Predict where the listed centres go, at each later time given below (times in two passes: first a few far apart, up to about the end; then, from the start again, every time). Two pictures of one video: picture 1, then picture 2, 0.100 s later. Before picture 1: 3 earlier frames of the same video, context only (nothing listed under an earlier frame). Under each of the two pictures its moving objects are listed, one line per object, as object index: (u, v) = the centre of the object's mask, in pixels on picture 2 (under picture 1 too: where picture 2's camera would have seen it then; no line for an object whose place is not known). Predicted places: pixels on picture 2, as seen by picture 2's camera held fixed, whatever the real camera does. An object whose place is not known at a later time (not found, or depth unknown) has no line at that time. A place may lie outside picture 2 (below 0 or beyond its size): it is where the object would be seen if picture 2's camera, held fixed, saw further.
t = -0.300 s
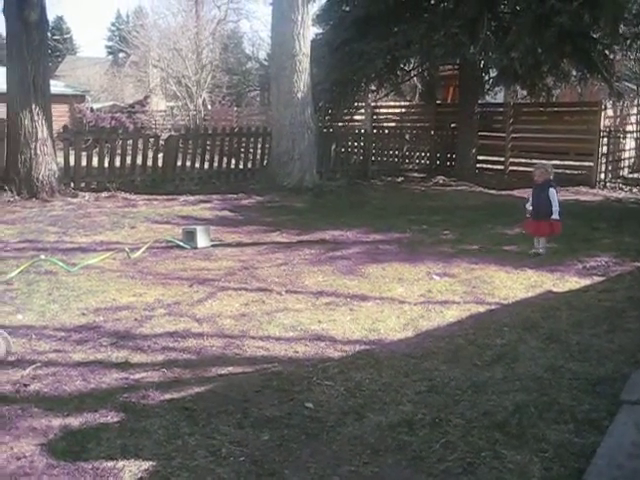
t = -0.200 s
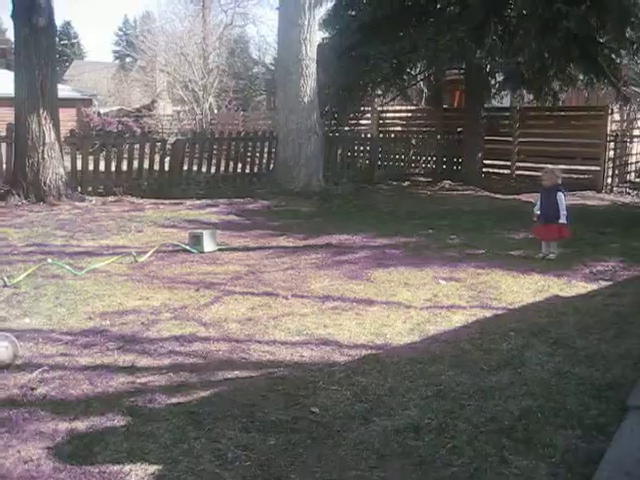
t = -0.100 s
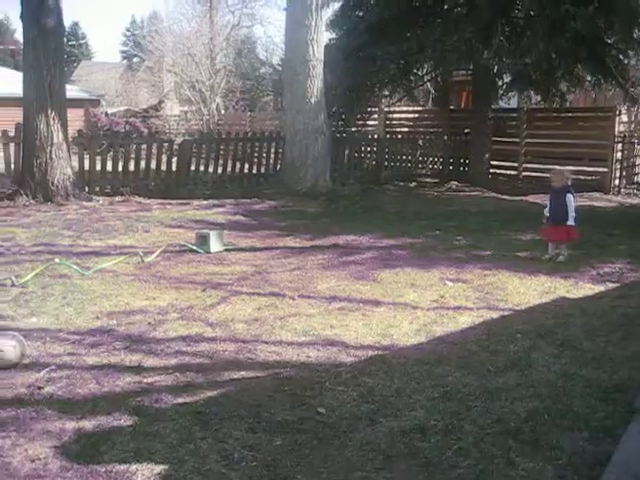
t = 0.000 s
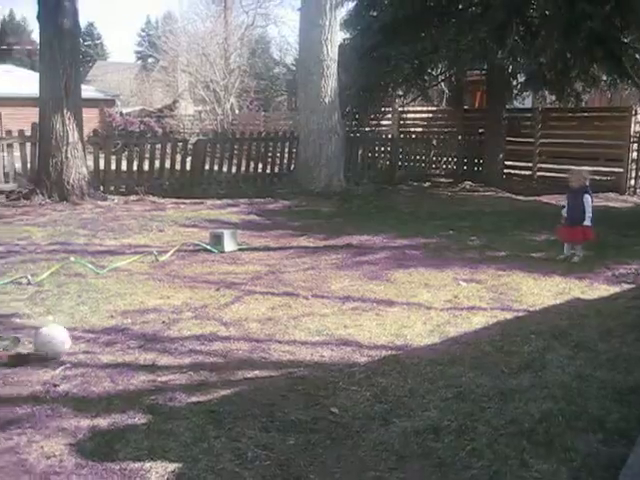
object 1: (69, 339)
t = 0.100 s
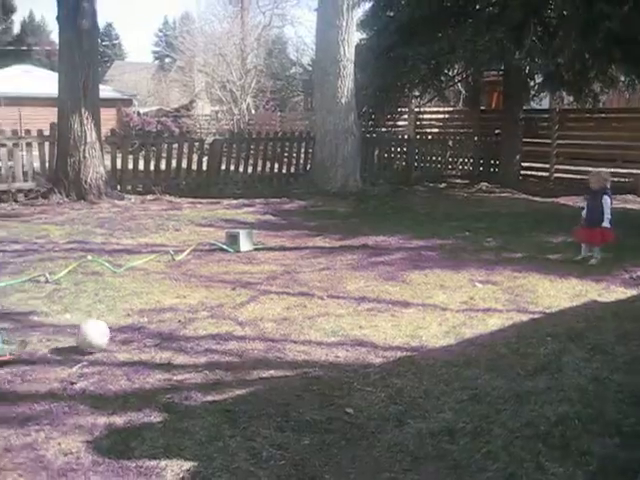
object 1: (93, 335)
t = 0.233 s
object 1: (121, 333)
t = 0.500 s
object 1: (167, 320)
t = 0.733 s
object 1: (200, 313)
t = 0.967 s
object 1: (224, 307)
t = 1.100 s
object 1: (234, 304)
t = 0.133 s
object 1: (99, 335)
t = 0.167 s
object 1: (107, 334)
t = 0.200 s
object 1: (115, 333)
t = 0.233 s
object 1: (121, 333)
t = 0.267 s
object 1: (128, 332)
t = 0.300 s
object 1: (134, 330)
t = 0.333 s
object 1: (140, 329)
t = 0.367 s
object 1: (145, 328)
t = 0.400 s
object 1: (152, 326)
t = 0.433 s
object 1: (157, 324)
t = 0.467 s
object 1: (162, 324)
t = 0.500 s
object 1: (167, 320)
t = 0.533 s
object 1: (172, 319)
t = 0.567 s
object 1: (177, 317)
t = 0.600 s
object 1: (182, 317)
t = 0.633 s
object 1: (187, 316)
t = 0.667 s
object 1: (191, 316)
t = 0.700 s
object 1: (194, 314)
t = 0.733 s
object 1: (200, 313)
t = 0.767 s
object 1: (203, 312)
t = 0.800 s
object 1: (207, 311)
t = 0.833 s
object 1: (211, 309)
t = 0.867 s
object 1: (214, 309)
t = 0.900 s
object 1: (218, 309)
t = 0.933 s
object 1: (222, 307)
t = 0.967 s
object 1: (224, 307)
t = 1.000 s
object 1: (226, 307)
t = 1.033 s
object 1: (229, 306)
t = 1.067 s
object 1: (232, 306)
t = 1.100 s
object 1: (234, 304)
